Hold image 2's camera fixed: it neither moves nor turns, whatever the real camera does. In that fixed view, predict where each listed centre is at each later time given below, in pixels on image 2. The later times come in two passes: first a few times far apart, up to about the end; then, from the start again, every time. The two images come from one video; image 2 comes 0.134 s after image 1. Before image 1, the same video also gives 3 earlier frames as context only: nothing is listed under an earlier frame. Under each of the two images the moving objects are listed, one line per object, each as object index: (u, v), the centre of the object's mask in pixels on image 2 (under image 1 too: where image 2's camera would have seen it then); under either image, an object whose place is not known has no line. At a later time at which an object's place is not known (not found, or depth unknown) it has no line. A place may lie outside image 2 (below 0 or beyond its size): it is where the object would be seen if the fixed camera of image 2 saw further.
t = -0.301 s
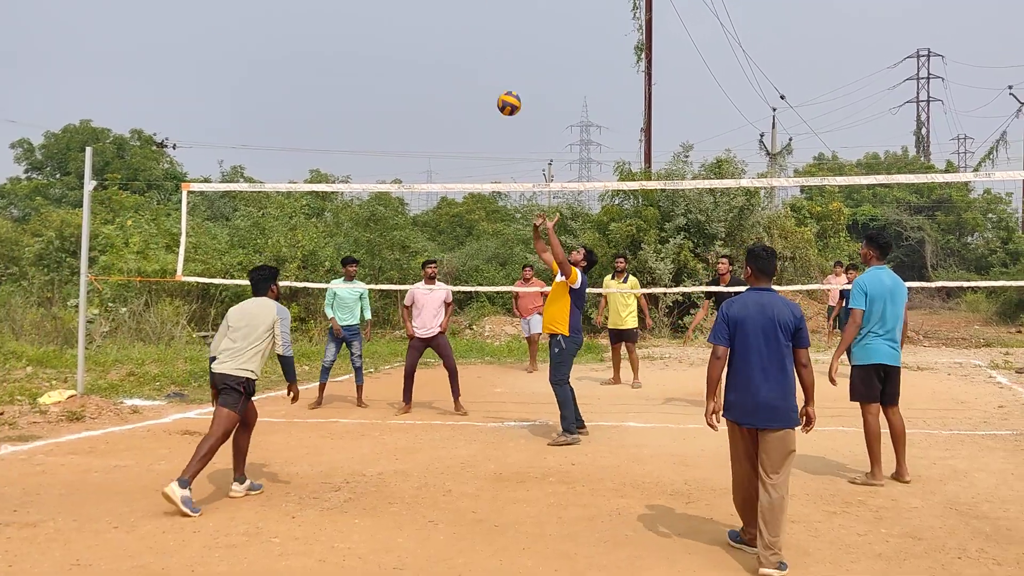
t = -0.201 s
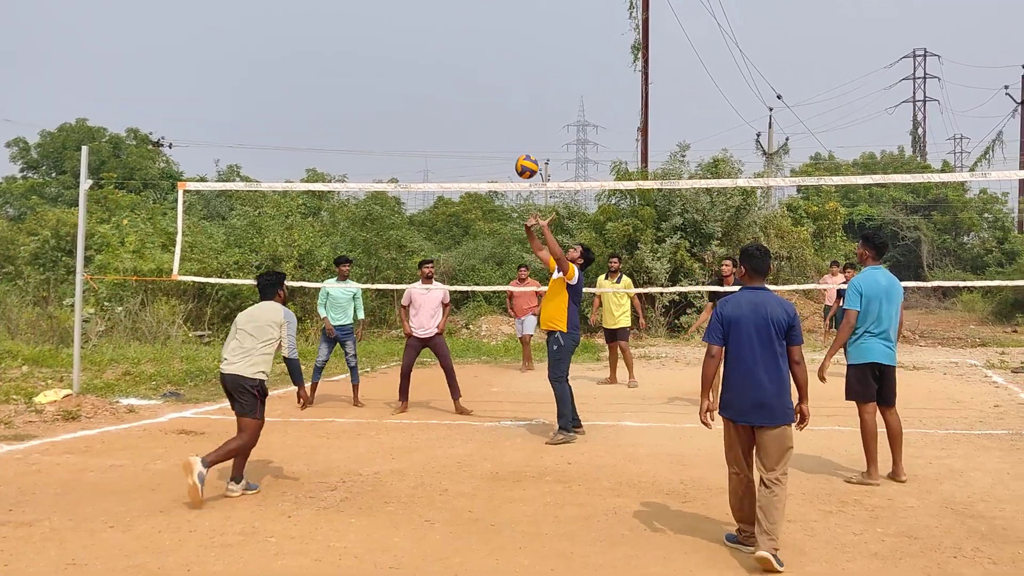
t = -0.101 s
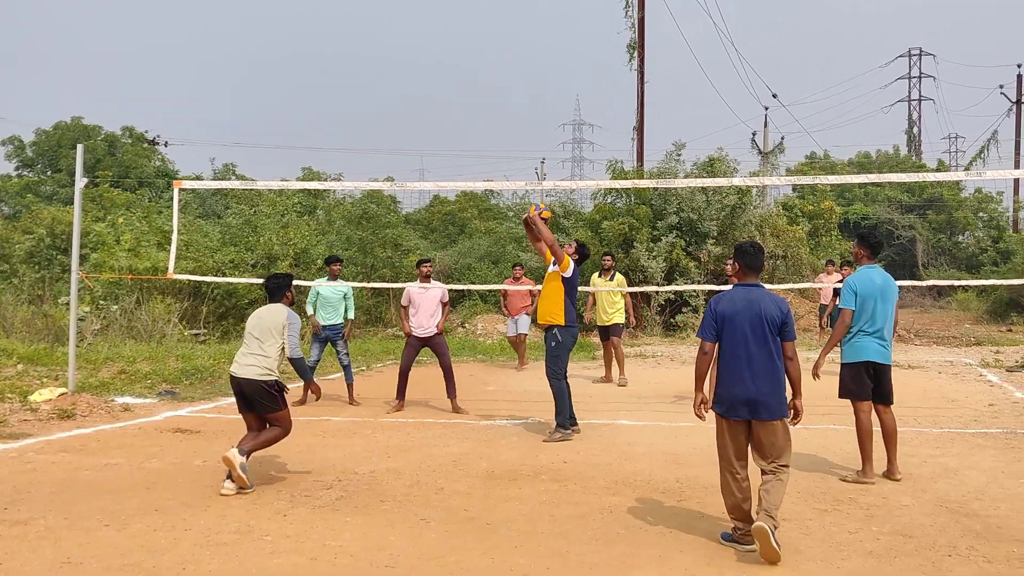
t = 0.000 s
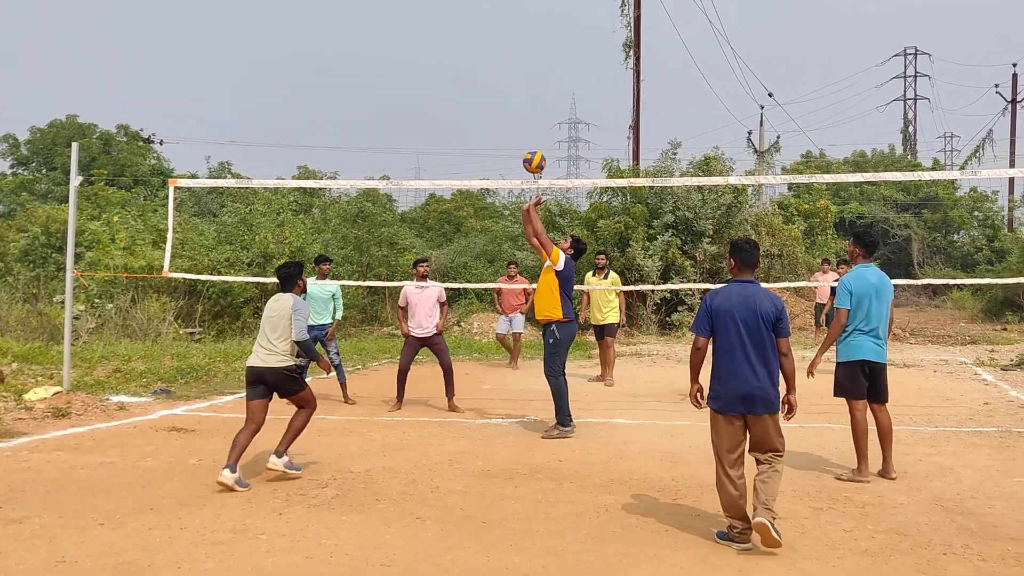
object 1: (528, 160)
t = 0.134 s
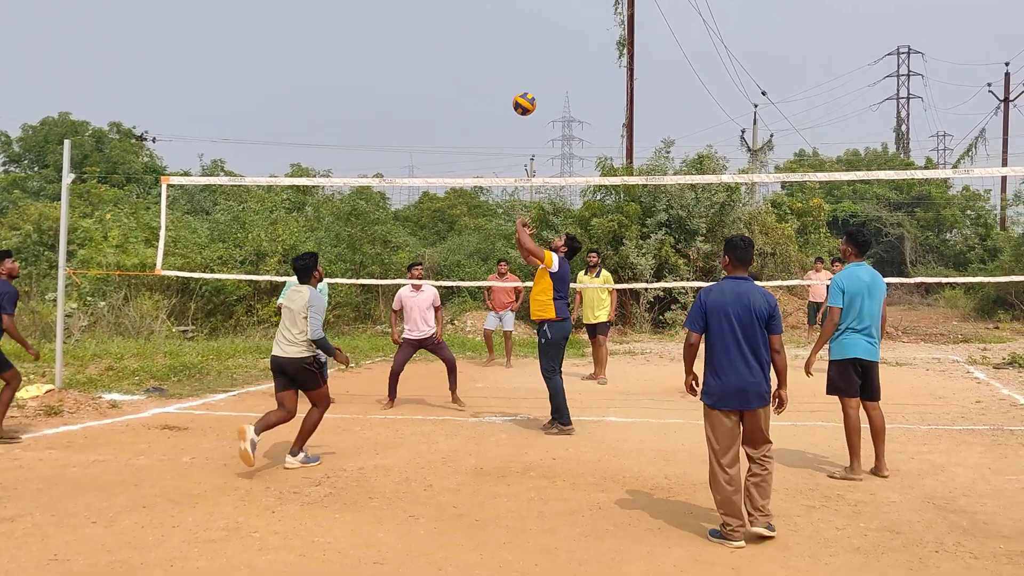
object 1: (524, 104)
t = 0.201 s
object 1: (523, 83)
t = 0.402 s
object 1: (517, 49)
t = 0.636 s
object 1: (510, 62)
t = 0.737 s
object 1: (508, 86)
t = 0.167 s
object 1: (523, 93)
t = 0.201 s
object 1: (523, 83)
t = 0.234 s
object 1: (522, 74)
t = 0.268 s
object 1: (521, 67)
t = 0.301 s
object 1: (520, 61)
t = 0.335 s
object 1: (519, 55)
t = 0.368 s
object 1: (518, 52)
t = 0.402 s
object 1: (517, 49)
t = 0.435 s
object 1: (516, 47)
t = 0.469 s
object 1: (515, 47)
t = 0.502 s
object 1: (514, 48)
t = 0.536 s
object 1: (513, 50)
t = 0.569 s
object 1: (512, 53)
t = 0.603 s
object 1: (511, 57)
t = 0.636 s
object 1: (510, 62)
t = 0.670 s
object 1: (509, 69)
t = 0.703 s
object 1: (508, 77)
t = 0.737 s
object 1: (508, 86)
